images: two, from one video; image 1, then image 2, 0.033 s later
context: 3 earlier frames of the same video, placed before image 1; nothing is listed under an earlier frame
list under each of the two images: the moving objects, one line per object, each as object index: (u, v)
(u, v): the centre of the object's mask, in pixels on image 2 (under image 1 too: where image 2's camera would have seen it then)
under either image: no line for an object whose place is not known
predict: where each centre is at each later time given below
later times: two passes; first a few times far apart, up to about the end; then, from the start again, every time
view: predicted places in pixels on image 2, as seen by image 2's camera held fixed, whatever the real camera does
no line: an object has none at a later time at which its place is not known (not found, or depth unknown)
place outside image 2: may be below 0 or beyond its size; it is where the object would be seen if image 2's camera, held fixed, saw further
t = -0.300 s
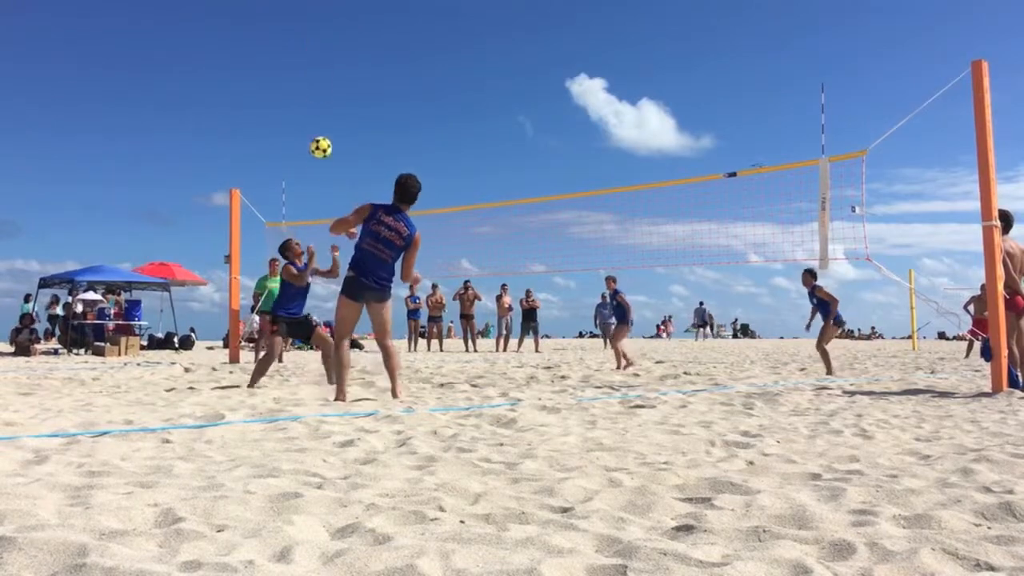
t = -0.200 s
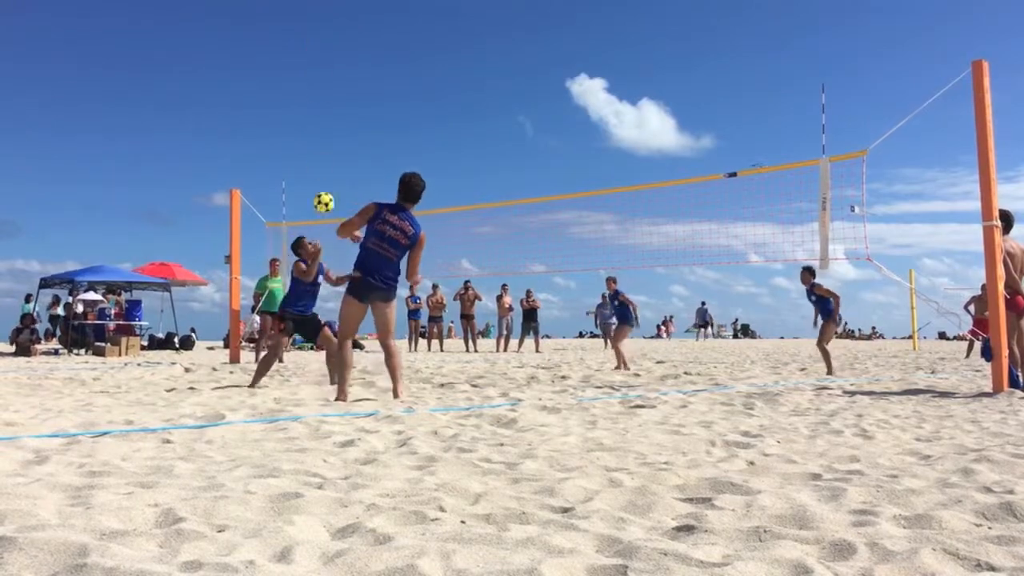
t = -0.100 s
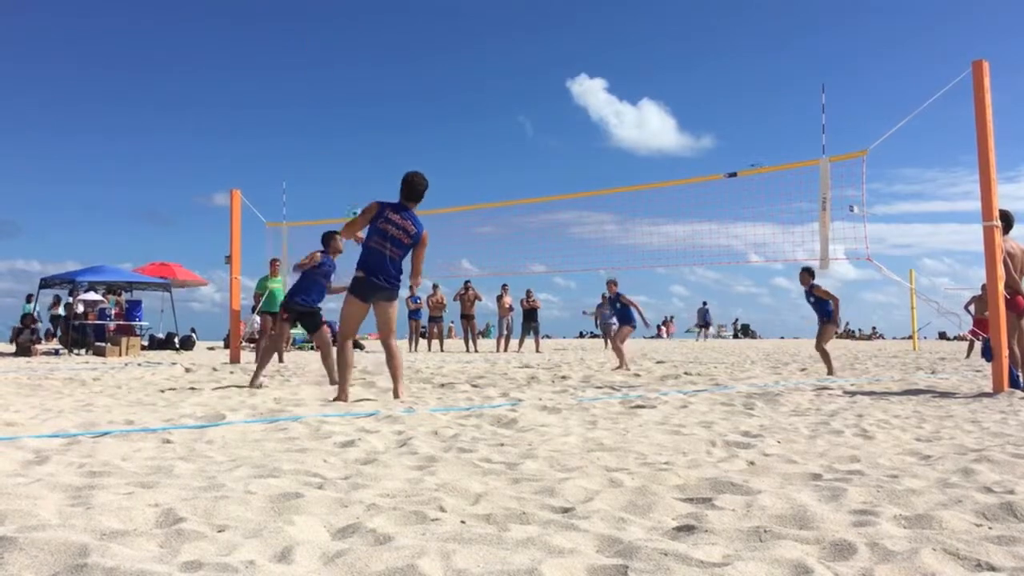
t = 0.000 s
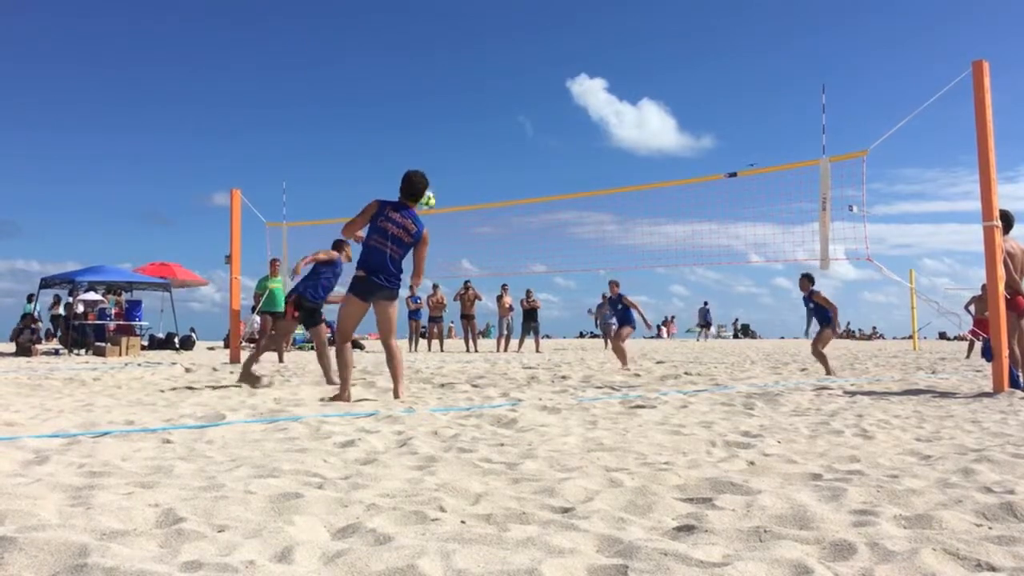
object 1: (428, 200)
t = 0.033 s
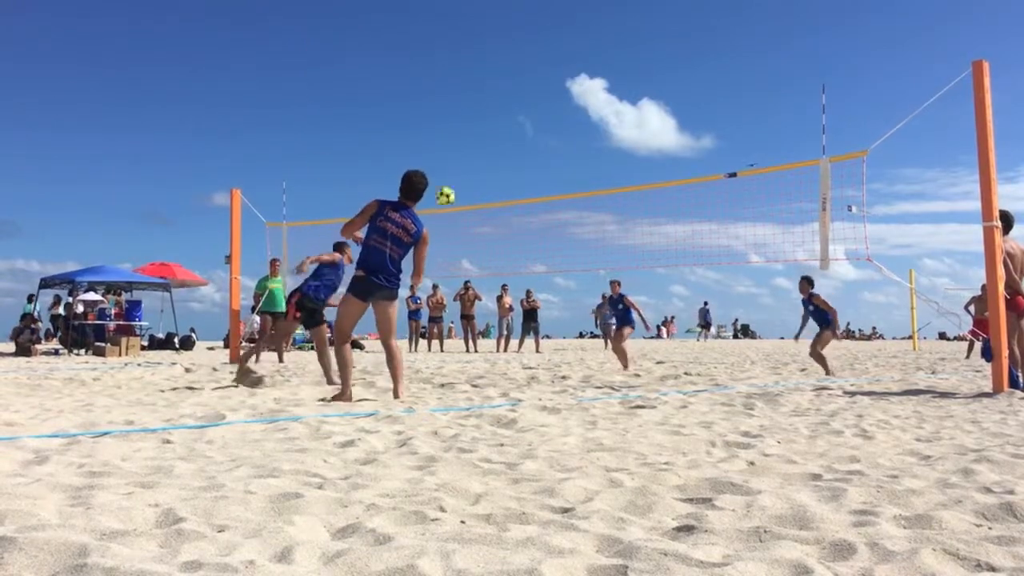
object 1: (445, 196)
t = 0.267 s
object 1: (568, 196)
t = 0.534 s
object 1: (678, 242)
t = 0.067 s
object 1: (464, 193)
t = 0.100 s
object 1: (483, 191)
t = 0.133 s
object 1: (501, 191)
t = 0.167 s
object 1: (519, 191)
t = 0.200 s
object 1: (535, 191)
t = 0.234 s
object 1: (551, 192)
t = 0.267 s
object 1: (568, 196)
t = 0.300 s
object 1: (583, 201)
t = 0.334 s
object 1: (597, 204)
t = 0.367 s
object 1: (611, 209)
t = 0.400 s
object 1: (626, 213)
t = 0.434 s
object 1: (638, 220)
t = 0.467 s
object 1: (652, 226)
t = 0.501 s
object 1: (665, 234)
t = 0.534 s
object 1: (678, 242)
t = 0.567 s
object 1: (691, 250)
